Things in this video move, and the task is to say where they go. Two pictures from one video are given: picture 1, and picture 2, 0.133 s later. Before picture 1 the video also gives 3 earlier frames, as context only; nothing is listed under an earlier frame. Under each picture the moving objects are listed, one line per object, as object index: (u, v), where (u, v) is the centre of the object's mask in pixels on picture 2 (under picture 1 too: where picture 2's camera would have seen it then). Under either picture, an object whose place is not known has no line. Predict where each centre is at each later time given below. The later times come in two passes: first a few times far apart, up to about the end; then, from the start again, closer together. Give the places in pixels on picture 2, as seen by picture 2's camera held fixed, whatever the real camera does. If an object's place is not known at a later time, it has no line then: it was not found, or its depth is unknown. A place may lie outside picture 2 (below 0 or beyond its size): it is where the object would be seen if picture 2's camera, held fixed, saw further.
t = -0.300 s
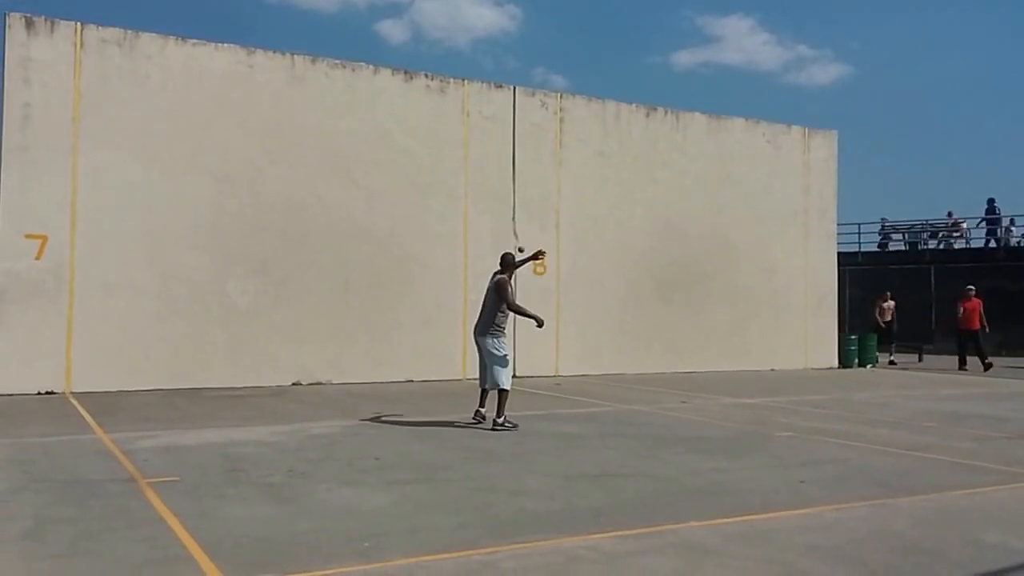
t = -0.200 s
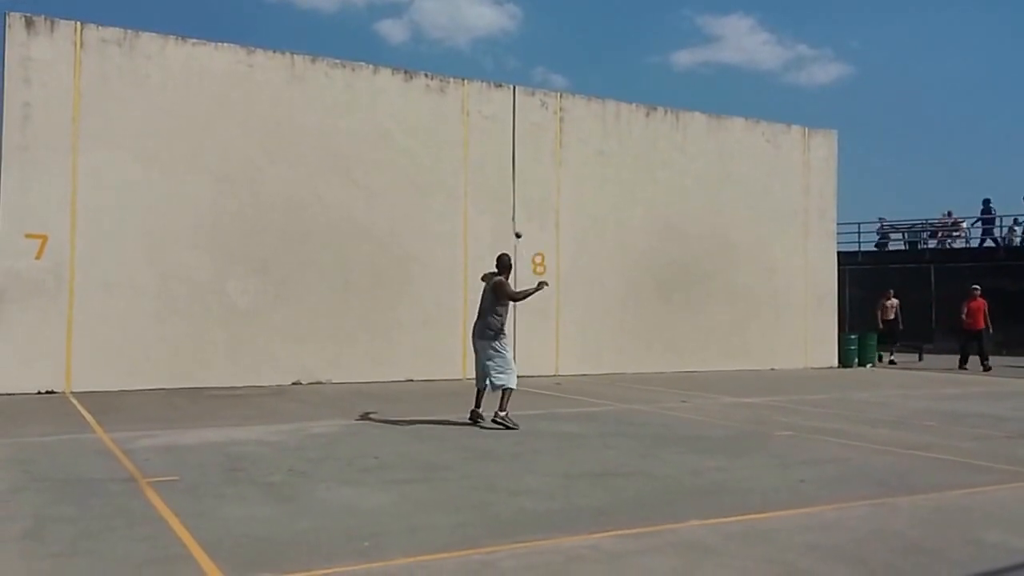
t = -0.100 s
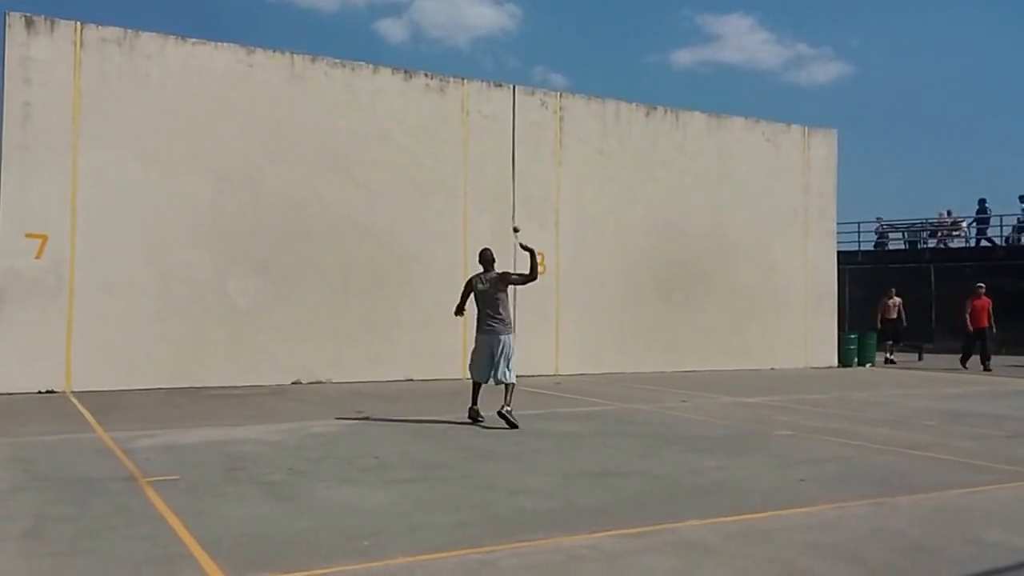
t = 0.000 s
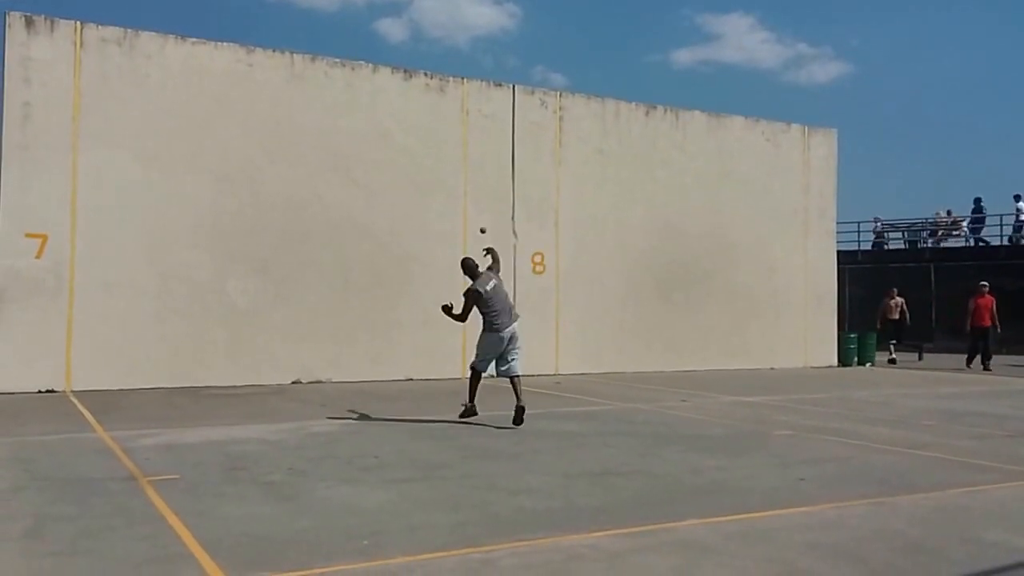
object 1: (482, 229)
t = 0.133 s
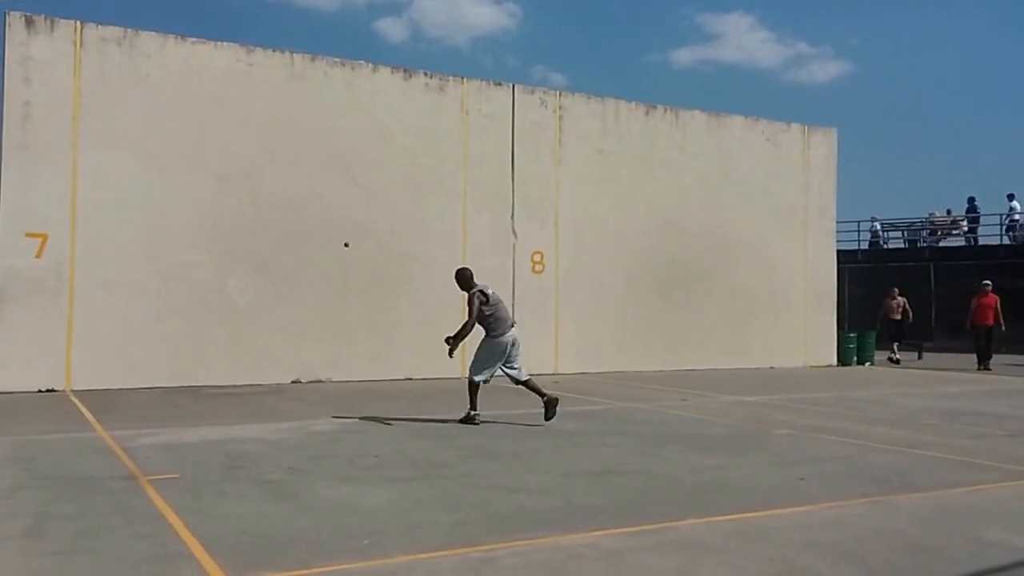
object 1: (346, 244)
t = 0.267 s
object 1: (293, 268)
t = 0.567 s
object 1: (358, 434)
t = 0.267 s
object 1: (293, 268)
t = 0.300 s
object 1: (298, 278)
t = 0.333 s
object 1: (303, 290)
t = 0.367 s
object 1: (308, 304)
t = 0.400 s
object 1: (315, 319)
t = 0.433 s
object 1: (322, 336)
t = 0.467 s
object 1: (330, 355)
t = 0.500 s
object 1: (338, 377)
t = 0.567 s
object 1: (358, 434)
